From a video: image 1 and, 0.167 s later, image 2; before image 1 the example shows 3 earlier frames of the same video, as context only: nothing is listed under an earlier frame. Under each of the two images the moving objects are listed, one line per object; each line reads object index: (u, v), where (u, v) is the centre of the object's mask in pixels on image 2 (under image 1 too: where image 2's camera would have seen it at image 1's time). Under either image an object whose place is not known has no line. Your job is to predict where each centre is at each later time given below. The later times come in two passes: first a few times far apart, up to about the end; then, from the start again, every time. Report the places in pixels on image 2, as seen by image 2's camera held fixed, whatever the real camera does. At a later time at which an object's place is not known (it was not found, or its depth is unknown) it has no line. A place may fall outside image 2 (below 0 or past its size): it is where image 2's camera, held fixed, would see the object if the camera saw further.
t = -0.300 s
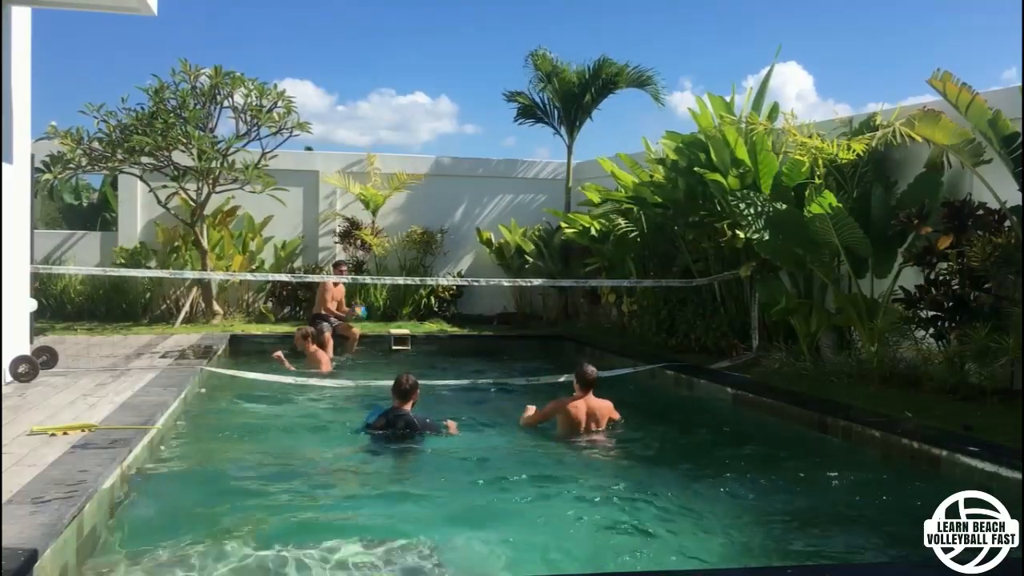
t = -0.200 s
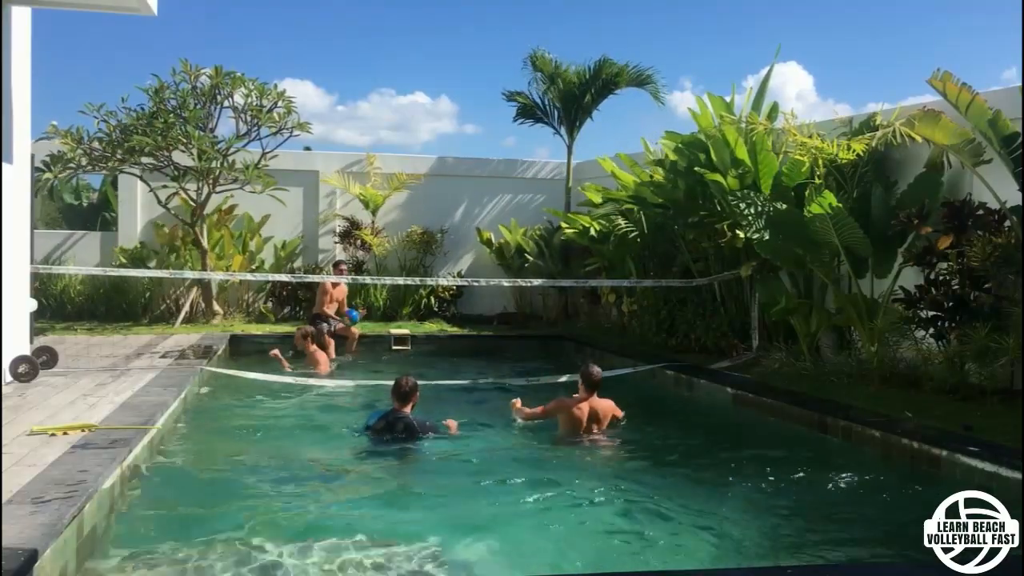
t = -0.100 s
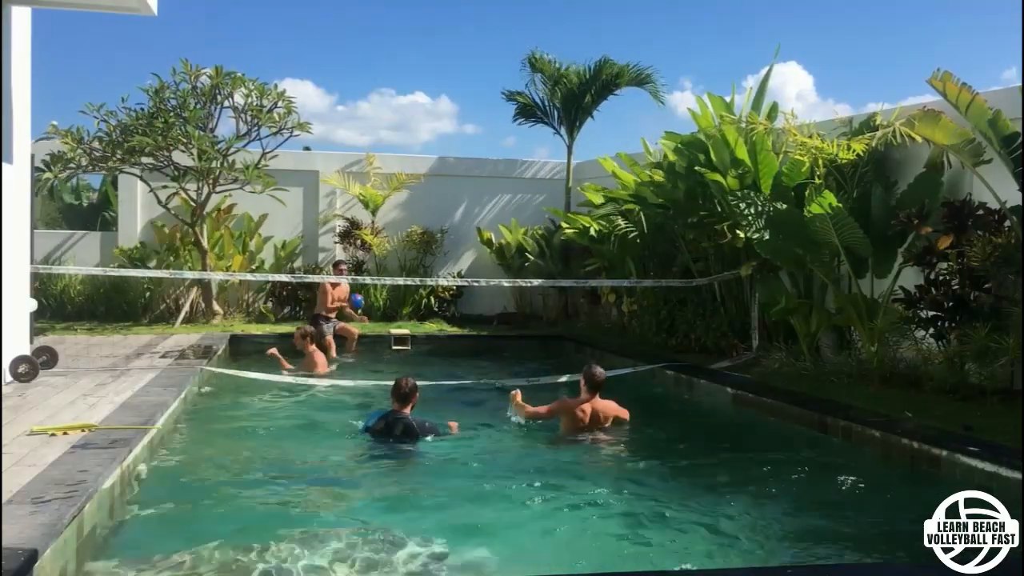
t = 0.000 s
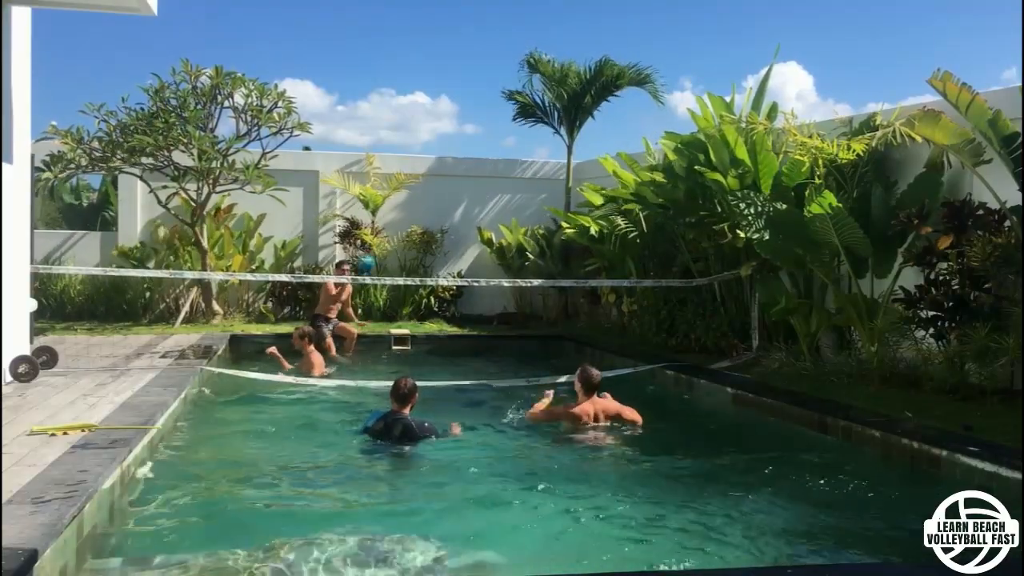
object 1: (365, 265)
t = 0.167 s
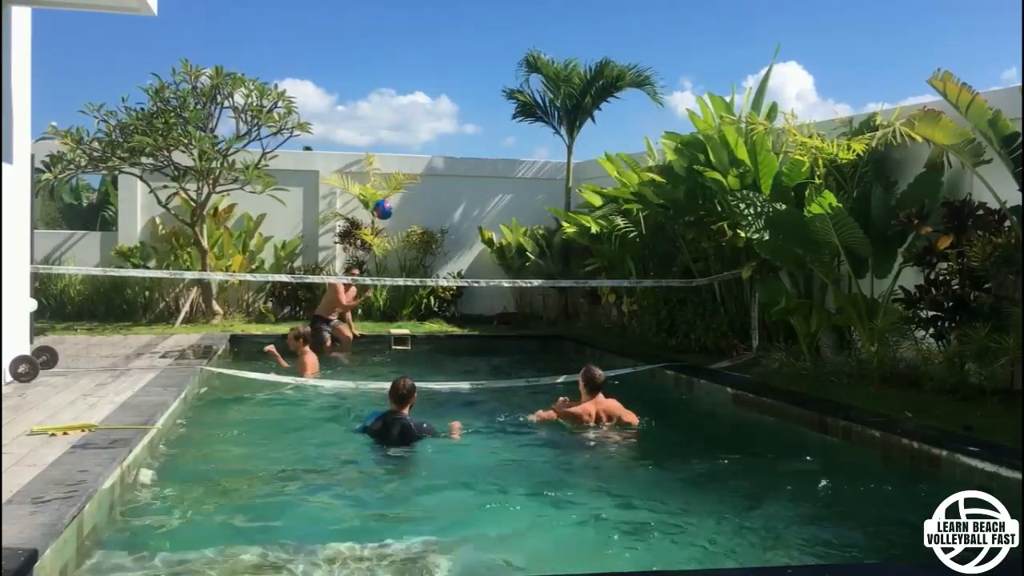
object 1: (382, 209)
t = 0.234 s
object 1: (391, 195)
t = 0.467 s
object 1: (427, 172)
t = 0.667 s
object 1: (463, 195)
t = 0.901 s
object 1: (505, 287)
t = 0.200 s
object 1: (387, 201)
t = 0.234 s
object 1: (391, 195)
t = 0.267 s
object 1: (396, 189)
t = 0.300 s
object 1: (400, 183)
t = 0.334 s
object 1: (405, 179)
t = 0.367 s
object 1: (410, 175)
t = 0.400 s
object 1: (415, 172)
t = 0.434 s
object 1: (421, 171)
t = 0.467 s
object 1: (427, 172)
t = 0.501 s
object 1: (433, 173)
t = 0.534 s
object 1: (438, 176)
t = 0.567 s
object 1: (443, 179)
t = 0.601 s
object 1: (450, 183)
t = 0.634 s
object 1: (456, 188)
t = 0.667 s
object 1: (463, 195)
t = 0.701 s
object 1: (469, 204)
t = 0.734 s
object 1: (475, 215)
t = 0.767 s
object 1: (481, 228)
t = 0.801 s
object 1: (486, 241)
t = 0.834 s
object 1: (494, 255)
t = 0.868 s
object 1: (499, 270)
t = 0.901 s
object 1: (505, 287)
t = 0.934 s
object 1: (510, 306)
